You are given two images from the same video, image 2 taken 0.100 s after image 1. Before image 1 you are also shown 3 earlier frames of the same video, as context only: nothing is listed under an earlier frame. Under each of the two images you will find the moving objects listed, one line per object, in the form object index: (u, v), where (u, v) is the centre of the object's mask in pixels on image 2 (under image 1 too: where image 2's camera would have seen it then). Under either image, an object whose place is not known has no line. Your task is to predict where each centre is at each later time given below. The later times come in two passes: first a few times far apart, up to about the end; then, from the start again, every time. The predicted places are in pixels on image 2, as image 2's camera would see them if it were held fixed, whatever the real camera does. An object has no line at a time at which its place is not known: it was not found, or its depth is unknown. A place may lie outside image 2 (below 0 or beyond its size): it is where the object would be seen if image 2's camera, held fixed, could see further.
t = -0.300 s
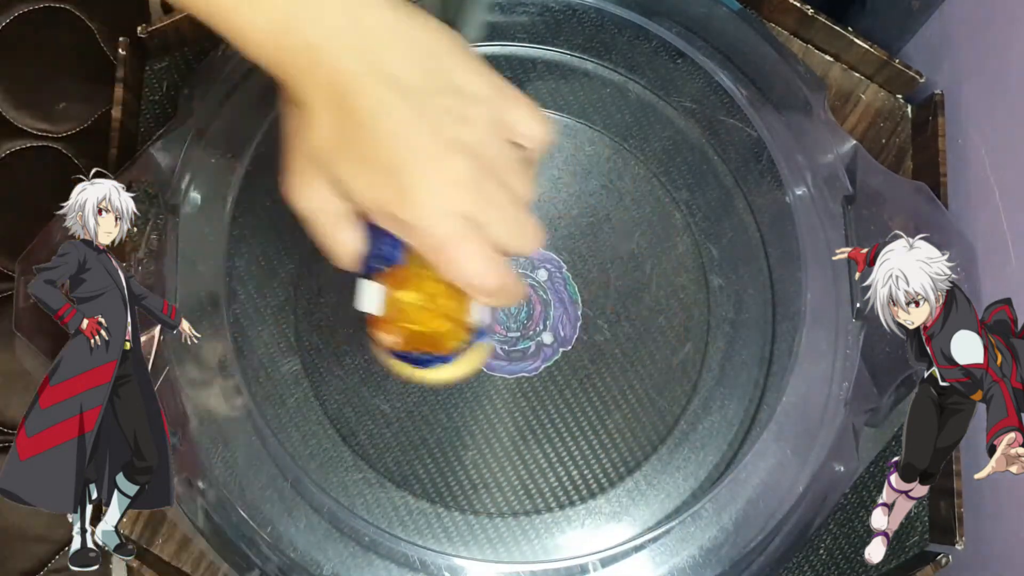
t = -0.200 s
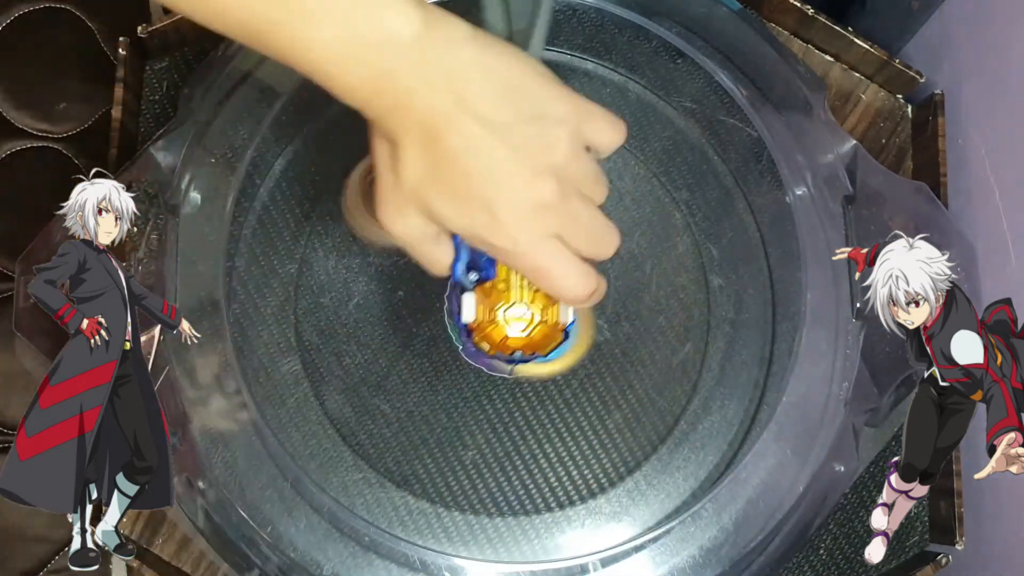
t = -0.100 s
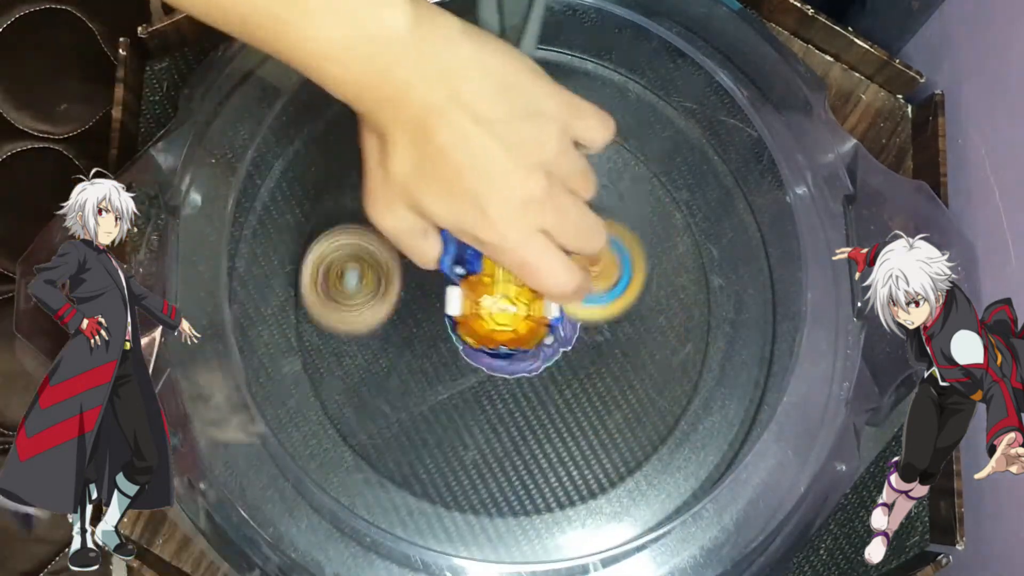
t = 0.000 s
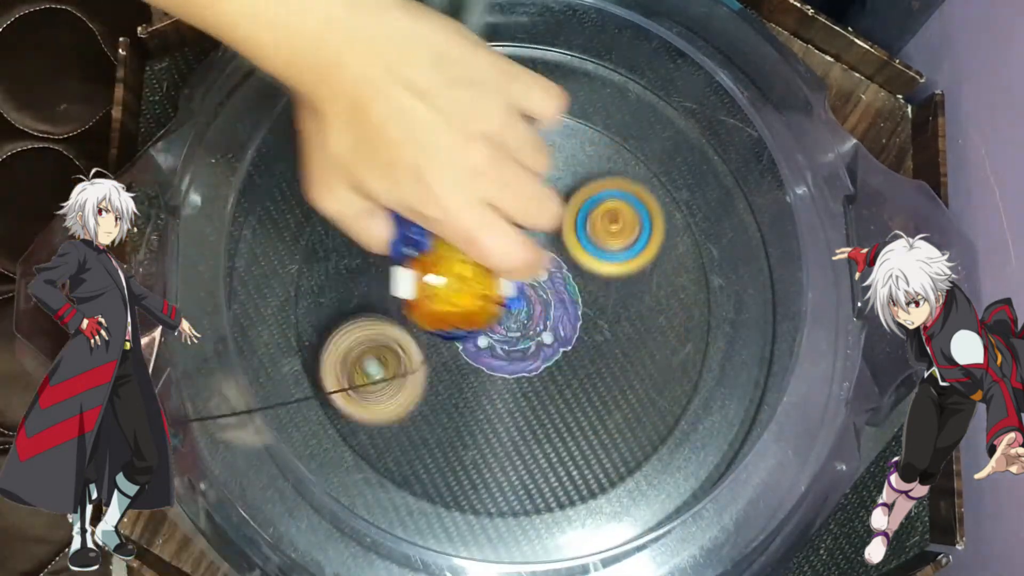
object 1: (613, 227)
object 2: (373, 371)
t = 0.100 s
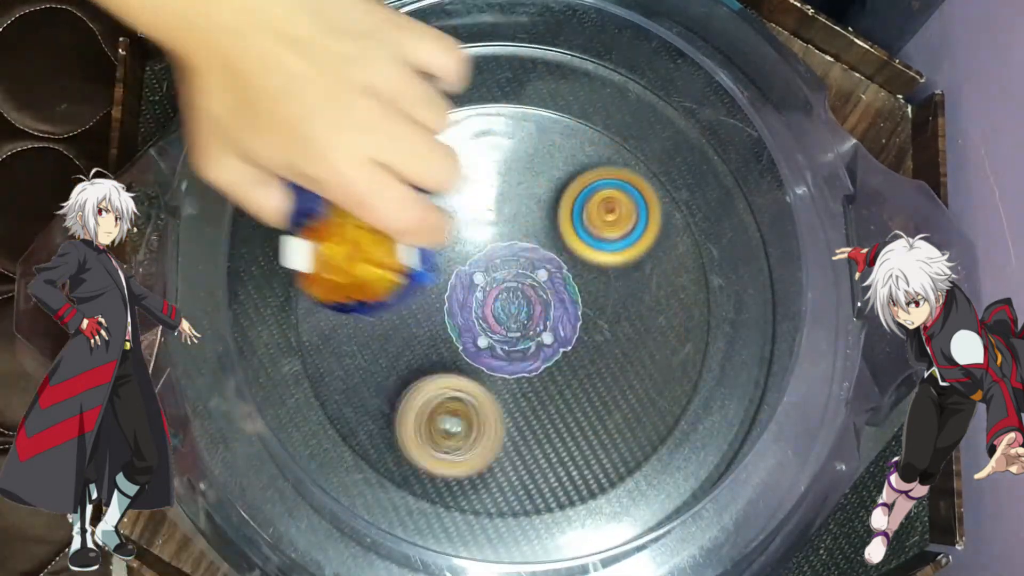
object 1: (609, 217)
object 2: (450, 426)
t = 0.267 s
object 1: (555, 289)
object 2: (590, 387)
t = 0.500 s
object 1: (403, 283)
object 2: (694, 329)
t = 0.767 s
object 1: (498, 175)
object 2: (583, 237)
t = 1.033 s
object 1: (517, 136)
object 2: (538, 317)
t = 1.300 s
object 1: (557, 237)
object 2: (527, 400)
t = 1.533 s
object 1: (494, 235)
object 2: (553, 475)
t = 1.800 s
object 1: (500, 238)
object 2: (570, 361)
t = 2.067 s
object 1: (441, 167)
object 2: (520, 345)
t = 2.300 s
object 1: (506, 194)
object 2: (481, 362)
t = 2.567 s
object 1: (487, 277)
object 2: (501, 392)
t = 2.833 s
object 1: (454, 263)
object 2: (502, 378)
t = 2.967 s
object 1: (467, 254)
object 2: (497, 359)
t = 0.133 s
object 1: (603, 222)
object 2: (481, 431)
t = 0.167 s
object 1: (595, 233)
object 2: (512, 428)
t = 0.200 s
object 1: (585, 248)
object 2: (541, 419)
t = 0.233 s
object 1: (572, 267)
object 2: (567, 404)
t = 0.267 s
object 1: (555, 289)
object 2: (590, 387)
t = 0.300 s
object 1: (524, 293)
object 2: (626, 390)
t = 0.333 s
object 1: (493, 299)
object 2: (656, 389)
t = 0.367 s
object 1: (466, 303)
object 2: (676, 383)
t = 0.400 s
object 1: (443, 303)
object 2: (690, 373)
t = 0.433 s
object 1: (425, 299)
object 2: (697, 361)
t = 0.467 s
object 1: (412, 292)
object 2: (698, 346)
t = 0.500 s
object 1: (403, 283)
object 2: (694, 329)
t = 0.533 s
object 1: (399, 272)
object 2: (687, 312)
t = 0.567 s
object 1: (401, 260)
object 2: (679, 296)
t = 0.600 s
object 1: (406, 247)
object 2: (667, 280)
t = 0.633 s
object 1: (415, 232)
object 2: (652, 268)
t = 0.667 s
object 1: (430, 216)
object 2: (635, 256)
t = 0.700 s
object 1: (451, 201)
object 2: (616, 246)
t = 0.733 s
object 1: (477, 187)
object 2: (596, 237)
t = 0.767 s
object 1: (498, 175)
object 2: (583, 237)
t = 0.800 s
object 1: (491, 146)
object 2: (588, 254)
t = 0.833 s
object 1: (489, 124)
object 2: (590, 272)
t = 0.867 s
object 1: (489, 111)
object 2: (586, 287)
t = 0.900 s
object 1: (492, 105)
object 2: (578, 300)
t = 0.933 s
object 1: (496, 105)
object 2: (568, 309)
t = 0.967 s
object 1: (501, 110)
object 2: (556, 314)
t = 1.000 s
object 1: (508, 122)
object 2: (547, 317)
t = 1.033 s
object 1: (517, 136)
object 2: (538, 317)
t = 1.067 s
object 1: (527, 155)
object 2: (533, 318)
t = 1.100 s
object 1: (537, 175)
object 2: (531, 318)
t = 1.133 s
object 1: (546, 197)
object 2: (530, 318)
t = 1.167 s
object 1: (556, 218)
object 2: (530, 320)
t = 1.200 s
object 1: (563, 230)
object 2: (529, 334)
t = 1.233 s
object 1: (565, 242)
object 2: (531, 344)
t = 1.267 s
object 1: (562, 245)
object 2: (529, 368)
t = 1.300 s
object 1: (557, 237)
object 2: (527, 400)
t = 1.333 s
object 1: (548, 232)
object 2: (524, 428)
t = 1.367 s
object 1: (537, 229)
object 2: (523, 448)
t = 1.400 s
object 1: (526, 229)
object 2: (526, 463)
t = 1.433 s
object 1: (515, 230)
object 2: (530, 473)
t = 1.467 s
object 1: (507, 232)
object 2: (538, 479)
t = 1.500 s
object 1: (500, 234)
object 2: (545, 479)
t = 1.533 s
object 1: (494, 235)
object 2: (553, 475)
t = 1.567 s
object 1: (490, 236)
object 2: (561, 467)
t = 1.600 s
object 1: (488, 239)
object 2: (566, 455)
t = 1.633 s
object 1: (486, 239)
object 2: (571, 441)
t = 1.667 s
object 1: (486, 239)
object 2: (573, 425)
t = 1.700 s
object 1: (487, 239)
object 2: (575, 410)
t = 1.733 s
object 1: (490, 238)
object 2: (574, 393)
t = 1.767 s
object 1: (495, 238)
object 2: (572, 377)
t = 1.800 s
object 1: (500, 238)
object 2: (570, 361)
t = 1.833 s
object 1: (505, 238)
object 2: (564, 345)
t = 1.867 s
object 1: (508, 239)
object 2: (556, 332)
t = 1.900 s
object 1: (497, 227)
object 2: (557, 333)
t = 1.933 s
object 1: (478, 212)
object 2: (557, 338)
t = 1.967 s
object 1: (464, 199)
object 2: (553, 340)
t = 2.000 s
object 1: (452, 187)
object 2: (543, 342)
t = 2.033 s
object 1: (444, 176)
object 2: (531, 344)
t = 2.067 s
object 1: (441, 167)
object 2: (520, 345)
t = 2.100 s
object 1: (442, 159)
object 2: (510, 347)
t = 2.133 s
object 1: (446, 153)
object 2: (500, 349)
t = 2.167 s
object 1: (454, 152)
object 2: (492, 352)
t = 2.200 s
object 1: (466, 156)
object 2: (487, 354)
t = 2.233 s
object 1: (480, 165)
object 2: (483, 357)
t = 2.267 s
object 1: (494, 178)
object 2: (481, 359)
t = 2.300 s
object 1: (506, 194)
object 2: (481, 362)
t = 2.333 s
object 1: (514, 211)
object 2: (483, 363)
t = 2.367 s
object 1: (519, 231)
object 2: (487, 363)
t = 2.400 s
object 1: (519, 252)
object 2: (491, 363)
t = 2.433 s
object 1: (516, 266)
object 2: (497, 369)
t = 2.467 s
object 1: (511, 268)
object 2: (499, 381)
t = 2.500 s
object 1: (504, 270)
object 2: (500, 387)
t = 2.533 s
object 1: (497, 271)
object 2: (500, 390)
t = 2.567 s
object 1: (487, 277)
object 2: (501, 392)
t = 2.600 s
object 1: (476, 282)
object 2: (501, 393)
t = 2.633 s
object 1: (466, 284)
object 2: (501, 393)
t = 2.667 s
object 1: (457, 284)
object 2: (501, 393)
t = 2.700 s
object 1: (452, 282)
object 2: (501, 391)
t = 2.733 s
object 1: (450, 279)
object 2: (501, 389)
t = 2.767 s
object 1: (450, 273)
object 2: (503, 386)
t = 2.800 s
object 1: (452, 268)
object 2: (502, 382)
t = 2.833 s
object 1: (454, 263)
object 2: (502, 378)
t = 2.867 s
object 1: (456, 259)
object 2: (500, 374)
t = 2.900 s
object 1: (459, 256)
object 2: (499, 369)
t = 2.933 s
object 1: (463, 254)
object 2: (499, 364)
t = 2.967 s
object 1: (467, 254)
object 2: (497, 359)
